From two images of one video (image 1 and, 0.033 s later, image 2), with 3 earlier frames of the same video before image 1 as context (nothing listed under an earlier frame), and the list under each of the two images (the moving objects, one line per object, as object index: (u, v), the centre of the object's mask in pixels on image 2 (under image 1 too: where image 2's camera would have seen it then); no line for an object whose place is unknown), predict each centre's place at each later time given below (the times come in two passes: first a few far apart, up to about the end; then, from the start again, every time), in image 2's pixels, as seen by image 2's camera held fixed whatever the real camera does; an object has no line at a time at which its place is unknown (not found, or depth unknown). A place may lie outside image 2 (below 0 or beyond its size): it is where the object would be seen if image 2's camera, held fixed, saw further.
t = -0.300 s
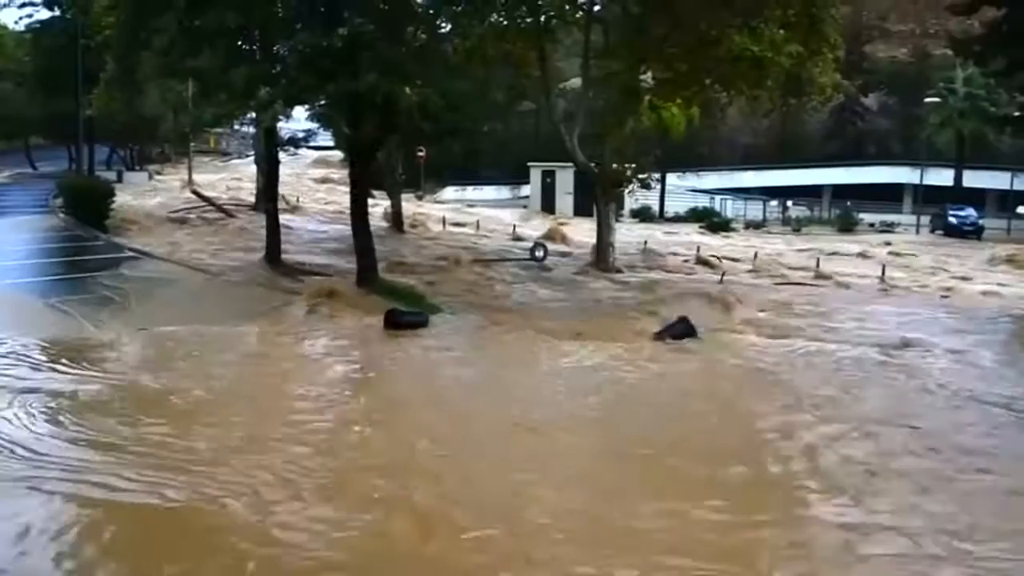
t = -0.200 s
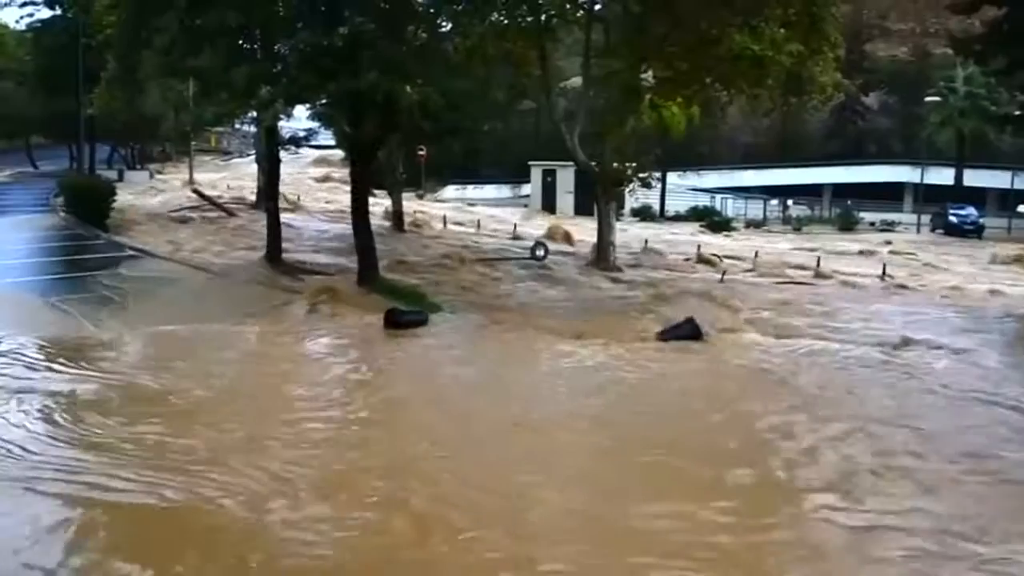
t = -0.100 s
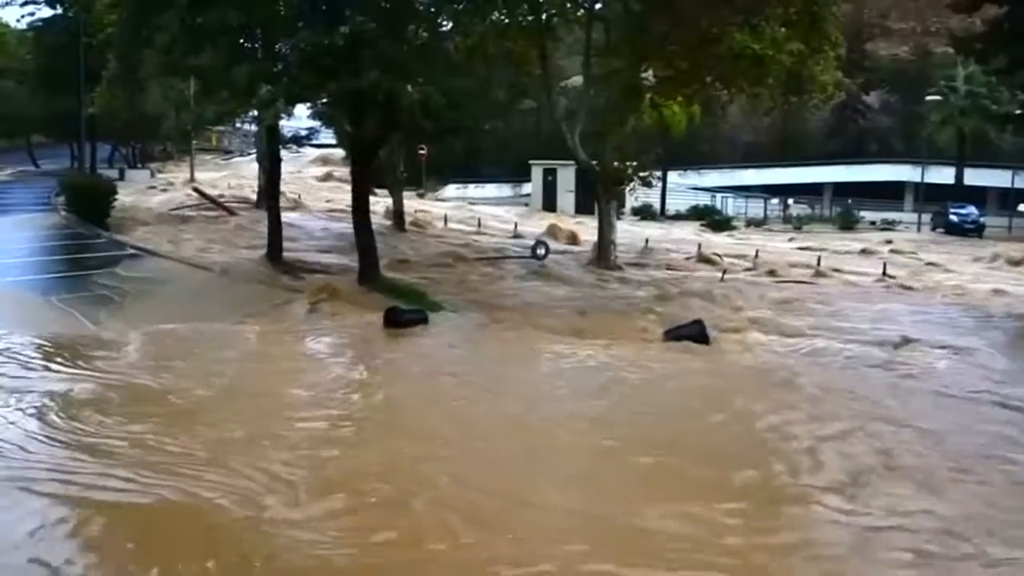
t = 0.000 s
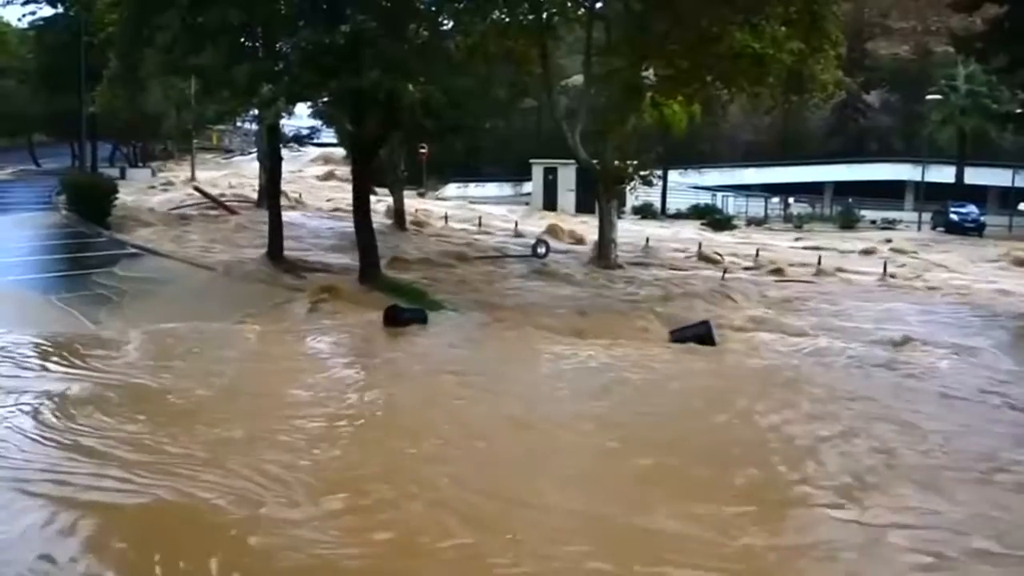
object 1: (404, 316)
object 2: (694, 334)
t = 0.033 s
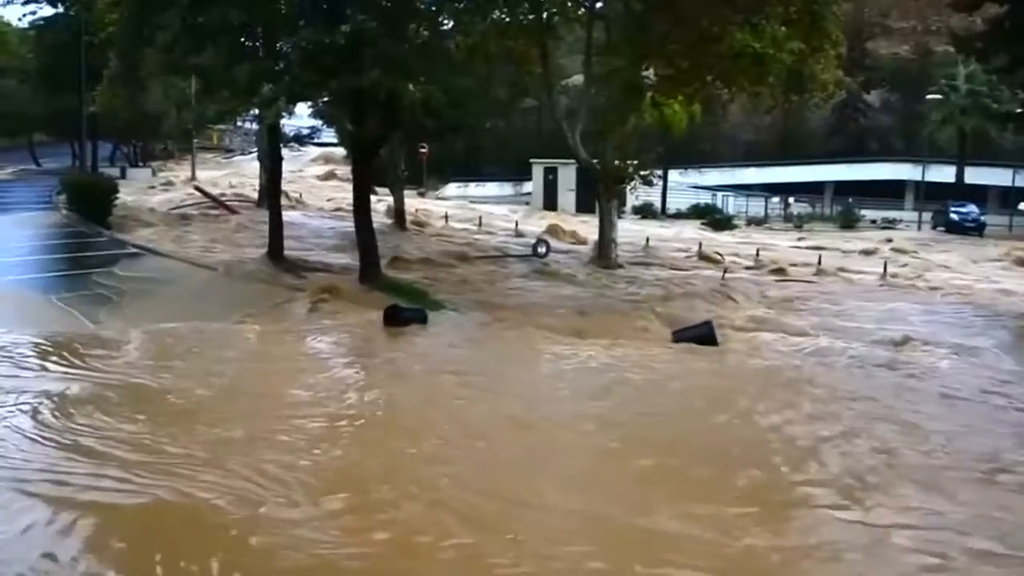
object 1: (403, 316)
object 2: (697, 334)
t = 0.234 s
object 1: (401, 316)
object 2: (706, 337)
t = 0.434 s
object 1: (399, 317)
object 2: (719, 336)
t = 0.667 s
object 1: (397, 317)
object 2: (730, 342)
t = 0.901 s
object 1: (397, 318)
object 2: (744, 348)
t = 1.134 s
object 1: (398, 319)
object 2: (758, 354)
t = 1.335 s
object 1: (397, 319)
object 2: (771, 359)
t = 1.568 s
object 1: (396, 319)
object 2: (789, 364)
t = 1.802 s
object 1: (395, 319)
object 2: (807, 370)
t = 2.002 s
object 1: (394, 320)
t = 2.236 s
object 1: (393, 321)
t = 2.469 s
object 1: (393, 322)
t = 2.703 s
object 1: (393, 322)
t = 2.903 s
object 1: (393, 323)
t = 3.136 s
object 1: (392, 323)
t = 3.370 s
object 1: (392, 324)
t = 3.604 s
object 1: (392, 325)
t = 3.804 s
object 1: (390, 326)
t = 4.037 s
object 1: (389, 327)
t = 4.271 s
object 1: (387, 327)
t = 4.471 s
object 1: (385, 328)
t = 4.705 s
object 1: (384, 330)
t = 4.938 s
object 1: (384, 331)
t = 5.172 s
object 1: (384, 332)
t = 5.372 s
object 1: (383, 332)
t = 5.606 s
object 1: (384, 333)
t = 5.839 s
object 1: (384, 336)
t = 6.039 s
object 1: (383, 337)
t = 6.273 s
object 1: (382, 338)
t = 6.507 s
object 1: (380, 339)
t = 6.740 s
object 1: (378, 340)
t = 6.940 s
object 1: (377, 340)
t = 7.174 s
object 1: (373, 341)
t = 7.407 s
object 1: (372, 341)
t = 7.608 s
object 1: (370, 341)
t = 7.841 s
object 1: (367, 342)
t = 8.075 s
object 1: (365, 342)
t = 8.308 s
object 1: (364, 342)
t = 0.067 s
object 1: (403, 316)
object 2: (698, 335)
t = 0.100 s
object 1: (403, 316)
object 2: (700, 335)
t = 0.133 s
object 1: (402, 316)
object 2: (702, 336)
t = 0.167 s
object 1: (402, 316)
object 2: (703, 336)
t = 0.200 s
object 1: (402, 316)
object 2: (705, 337)
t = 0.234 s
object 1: (401, 316)
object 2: (706, 337)
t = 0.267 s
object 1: (401, 316)
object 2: (707, 337)
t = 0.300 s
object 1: (401, 316)
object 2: (709, 337)
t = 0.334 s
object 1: (400, 317)
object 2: (711, 337)
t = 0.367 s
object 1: (399, 317)
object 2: (715, 336)
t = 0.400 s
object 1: (399, 317)
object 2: (717, 336)
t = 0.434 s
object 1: (399, 317)
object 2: (719, 336)
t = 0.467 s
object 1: (398, 317)
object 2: (722, 337)
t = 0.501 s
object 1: (398, 317)
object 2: (722, 338)
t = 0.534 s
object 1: (398, 317)
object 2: (722, 339)
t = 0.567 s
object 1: (397, 317)
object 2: (723, 340)
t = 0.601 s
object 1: (397, 316)
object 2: (725, 340)
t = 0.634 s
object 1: (397, 317)
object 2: (728, 341)
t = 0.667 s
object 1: (397, 317)
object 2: (730, 342)
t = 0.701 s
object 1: (397, 317)
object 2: (732, 342)
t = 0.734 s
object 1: (397, 317)
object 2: (735, 343)
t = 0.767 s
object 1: (397, 318)
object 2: (738, 344)
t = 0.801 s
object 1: (397, 318)
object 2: (739, 345)
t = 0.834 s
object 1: (397, 318)
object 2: (741, 346)
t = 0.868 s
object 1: (397, 318)
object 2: (743, 347)
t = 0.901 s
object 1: (397, 318)
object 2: (744, 348)
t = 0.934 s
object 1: (398, 318)
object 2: (746, 349)
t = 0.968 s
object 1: (398, 318)
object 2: (748, 350)
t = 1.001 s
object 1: (398, 318)
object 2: (750, 351)
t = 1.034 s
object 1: (398, 319)
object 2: (752, 352)
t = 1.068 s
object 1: (398, 319)
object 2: (754, 353)
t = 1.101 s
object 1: (398, 319)
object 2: (755, 353)
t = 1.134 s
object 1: (398, 319)
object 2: (758, 354)
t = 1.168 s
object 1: (398, 319)
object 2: (760, 355)
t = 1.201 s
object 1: (397, 319)
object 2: (762, 355)
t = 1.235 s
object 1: (397, 319)
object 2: (765, 356)
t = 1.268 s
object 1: (397, 319)
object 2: (766, 357)
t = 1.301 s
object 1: (397, 319)
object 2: (768, 357)
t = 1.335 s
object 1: (397, 319)
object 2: (771, 359)
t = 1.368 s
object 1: (397, 319)
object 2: (774, 359)
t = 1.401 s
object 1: (396, 319)
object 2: (775, 360)
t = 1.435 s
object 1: (396, 319)
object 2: (778, 361)
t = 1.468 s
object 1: (397, 319)
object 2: (782, 362)
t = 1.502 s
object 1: (397, 319)
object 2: (783, 362)
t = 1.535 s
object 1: (396, 318)
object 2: (786, 363)
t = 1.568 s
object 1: (396, 319)
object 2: (789, 364)
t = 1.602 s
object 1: (396, 318)
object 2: (791, 365)
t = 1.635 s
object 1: (396, 318)
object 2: (794, 366)
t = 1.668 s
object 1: (396, 318)
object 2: (797, 366)
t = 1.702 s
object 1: (395, 318)
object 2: (798, 367)
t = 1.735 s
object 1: (395, 319)
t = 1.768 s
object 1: (395, 319)
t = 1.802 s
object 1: (395, 319)
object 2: (807, 370)
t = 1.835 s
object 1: (395, 319)
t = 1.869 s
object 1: (395, 319)
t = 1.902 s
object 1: (394, 319)
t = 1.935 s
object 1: (394, 320)
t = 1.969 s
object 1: (394, 320)
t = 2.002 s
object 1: (394, 320)
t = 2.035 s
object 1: (394, 320)
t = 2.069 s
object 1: (394, 320)
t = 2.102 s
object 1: (394, 320)
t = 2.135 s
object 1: (393, 320)
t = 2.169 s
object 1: (393, 321)
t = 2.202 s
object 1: (393, 321)
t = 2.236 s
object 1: (393, 321)
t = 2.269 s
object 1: (394, 321)
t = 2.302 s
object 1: (394, 321)
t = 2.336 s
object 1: (394, 321)
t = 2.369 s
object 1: (394, 321)
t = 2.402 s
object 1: (393, 321)
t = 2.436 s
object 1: (393, 322)
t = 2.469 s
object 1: (393, 322)
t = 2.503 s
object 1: (393, 322)
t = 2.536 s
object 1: (393, 322)
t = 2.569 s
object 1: (392, 322)
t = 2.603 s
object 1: (393, 322)
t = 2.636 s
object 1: (393, 322)
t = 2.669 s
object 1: (393, 322)
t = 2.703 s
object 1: (393, 322)
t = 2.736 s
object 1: (393, 322)
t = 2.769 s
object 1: (393, 322)
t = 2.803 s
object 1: (393, 323)
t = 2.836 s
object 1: (393, 323)
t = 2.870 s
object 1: (393, 323)
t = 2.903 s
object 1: (393, 323)
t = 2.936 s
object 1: (393, 323)
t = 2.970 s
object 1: (393, 323)
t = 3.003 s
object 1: (393, 323)
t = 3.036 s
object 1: (393, 323)
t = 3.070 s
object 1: (393, 323)
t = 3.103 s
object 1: (393, 323)
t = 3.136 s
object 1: (392, 323)
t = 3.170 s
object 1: (392, 323)
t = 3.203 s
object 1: (392, 323)
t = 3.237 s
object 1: (392, 323)
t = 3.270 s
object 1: (392, 323)
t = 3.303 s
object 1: (392, 323)
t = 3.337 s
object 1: (392, 323)
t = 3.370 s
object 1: (392, 324)
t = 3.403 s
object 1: (392, 324)
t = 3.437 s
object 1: (392, 324)
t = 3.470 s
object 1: (392, 325)
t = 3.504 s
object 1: (392, 325)
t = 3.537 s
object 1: (392, 325)
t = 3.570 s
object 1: (392, 325)
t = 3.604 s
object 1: (392, 325)
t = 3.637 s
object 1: (392, 325)
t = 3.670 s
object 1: (391, 326)
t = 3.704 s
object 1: (390, 326)
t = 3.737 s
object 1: (391, 326)
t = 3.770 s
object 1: (390, 326)
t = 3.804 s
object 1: (390, 326)
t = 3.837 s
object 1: (390, 326)
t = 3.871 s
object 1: (389, 326)
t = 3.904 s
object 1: (390, 326)
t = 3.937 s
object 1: (390, 326)
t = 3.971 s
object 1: (389, 326)
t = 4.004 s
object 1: (389, 327)
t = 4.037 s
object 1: (389, 327)
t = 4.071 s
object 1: (388, 327)
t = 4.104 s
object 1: (388, 327)
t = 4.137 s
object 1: (388, 327)
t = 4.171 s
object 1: (388, 327)
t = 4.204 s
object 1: (387, 327)
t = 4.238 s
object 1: (387, 327)
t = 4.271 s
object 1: (387, 327)
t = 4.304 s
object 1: (387, 327)
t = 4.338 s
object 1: (386, 327)
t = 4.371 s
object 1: (386, 328)
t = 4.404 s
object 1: (385, 328)
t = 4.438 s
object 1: (385, 328)
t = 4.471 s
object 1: (385, 328)
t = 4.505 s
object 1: (385, 328)
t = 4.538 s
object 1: (384, 328)
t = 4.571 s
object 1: (385, 329)
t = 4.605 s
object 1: (385, 329)
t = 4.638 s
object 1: (384, 329)
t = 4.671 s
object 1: (385, 329)
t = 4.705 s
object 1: (384, 330)
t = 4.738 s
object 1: (384, 330)
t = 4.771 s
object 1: (384, 330)
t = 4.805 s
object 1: (384, 330)
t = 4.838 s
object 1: (384, 330)
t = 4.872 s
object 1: (384, 331)
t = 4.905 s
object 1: (384, 331)
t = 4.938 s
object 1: (384, 331)
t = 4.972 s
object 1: (384, 331)
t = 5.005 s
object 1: (384, 331)
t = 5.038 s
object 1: (384, 331)
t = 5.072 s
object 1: (383, 331)
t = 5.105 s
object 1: (383, 331)
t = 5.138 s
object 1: (383, 332)
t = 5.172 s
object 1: (384, 332)
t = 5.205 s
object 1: (384, 332)
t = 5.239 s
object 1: (384, 332)
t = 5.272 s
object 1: (384, 332)
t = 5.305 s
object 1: (384, 332)
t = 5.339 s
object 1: (384, 332)
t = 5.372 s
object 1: (383, 332)
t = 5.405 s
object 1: (383, 332)
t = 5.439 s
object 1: (383, 332)
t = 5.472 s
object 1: (383, 333)
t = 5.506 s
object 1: (383, 333)
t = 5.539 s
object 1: (383, 333)
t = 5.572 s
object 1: (384, 333)
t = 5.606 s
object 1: (384, 333)
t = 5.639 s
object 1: (384, 334)
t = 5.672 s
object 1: (385, 334)
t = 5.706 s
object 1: (384, 334)
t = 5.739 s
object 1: (384, 334)
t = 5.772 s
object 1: (384, 335)
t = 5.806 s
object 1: (383, 335)
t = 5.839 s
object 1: (384, 336)
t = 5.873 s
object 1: (383, 336)
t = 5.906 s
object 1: (383, 336)
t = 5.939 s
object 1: (384, 336)
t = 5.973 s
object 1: (384, 336)
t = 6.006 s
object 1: (383, 337)
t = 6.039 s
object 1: (383, 337)
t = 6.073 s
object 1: (383, 337)
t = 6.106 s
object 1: (383, 337)
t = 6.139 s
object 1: (383, 338)
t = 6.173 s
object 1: (383, 338)
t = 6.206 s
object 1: (382, 338)
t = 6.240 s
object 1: (382, 338)
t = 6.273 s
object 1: (382, 338)
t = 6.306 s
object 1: (381, 338)
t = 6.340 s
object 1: (381, 338)
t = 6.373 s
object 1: (381, 338)
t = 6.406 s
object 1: (381, 338)
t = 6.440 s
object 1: (381, 339)
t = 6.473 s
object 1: (381, 339)
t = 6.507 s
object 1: (380, 339)
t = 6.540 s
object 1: (381, 339)
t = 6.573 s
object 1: (380, 339)
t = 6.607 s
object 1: (380, 340)
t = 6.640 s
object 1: (379, 339)
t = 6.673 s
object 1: (379, 340)
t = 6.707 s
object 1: (378, 340)
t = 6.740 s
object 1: (378, 340)
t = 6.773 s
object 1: (378, 340)
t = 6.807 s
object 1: (379, 340)
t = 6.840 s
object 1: (378, 340)
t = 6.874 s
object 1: (377, 340)
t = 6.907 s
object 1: (377, 340)
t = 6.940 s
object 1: (377, 340)
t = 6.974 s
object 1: (376, 340)
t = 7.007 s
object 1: (376, 340)
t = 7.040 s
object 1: (375, 340)
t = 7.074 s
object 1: (375, 341)
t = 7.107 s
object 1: (374, 341)
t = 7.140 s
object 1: (374, 341)
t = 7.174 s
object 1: (373, 341)
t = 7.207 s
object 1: (373, 341)
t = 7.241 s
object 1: (373, 341)
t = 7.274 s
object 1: (373, 341)
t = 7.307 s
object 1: (372, 341)
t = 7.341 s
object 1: (372, 341)
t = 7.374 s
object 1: (372, 341)
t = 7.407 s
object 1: (372, 341)
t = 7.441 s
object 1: (371, 341)
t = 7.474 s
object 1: (371, 341)
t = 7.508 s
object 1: (371, 341)
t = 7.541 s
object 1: (371, 341)
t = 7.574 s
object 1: (371, 341)
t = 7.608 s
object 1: (370, 341)
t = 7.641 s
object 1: (370, 341)
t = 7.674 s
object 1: (370, 341)
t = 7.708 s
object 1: (369, 341)
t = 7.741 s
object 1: (369, 341)
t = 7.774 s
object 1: (368, 341)
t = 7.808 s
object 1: (367, 342)
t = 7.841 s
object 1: (367, 342)
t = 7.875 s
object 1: (368, 342)
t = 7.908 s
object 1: (368, 342)
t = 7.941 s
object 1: (368, 342)
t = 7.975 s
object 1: (367, 342)
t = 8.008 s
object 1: (366, 342)
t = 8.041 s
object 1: (365, 342)
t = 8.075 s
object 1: (365, 342)
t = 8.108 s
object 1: (365, 342)
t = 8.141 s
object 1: (365, 342)
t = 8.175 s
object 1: (365, 342)
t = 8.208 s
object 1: (365, 342)
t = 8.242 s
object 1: (365, 342)
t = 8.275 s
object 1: (365, 342)
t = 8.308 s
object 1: (364, 342)
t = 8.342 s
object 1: (364, 342)
